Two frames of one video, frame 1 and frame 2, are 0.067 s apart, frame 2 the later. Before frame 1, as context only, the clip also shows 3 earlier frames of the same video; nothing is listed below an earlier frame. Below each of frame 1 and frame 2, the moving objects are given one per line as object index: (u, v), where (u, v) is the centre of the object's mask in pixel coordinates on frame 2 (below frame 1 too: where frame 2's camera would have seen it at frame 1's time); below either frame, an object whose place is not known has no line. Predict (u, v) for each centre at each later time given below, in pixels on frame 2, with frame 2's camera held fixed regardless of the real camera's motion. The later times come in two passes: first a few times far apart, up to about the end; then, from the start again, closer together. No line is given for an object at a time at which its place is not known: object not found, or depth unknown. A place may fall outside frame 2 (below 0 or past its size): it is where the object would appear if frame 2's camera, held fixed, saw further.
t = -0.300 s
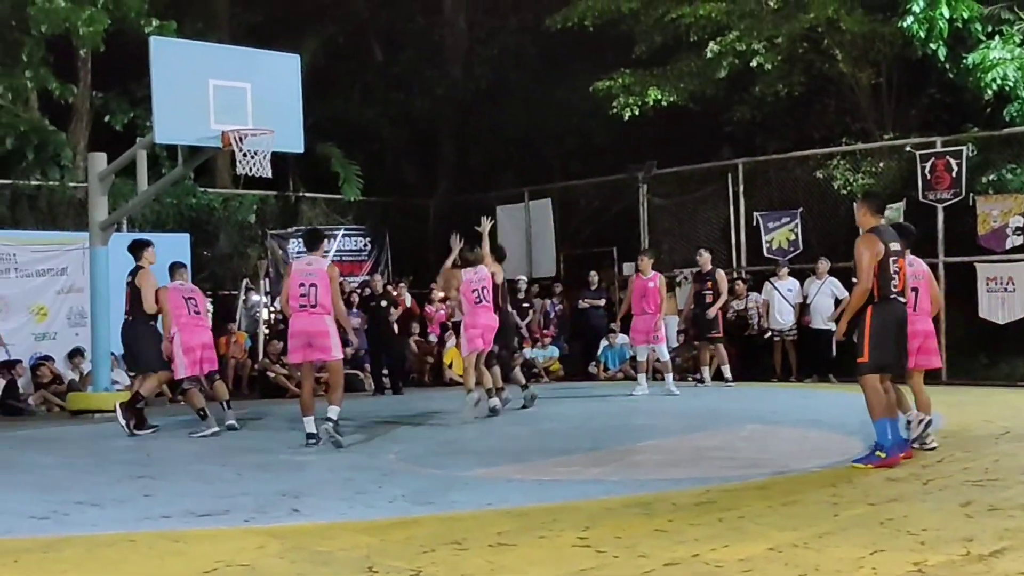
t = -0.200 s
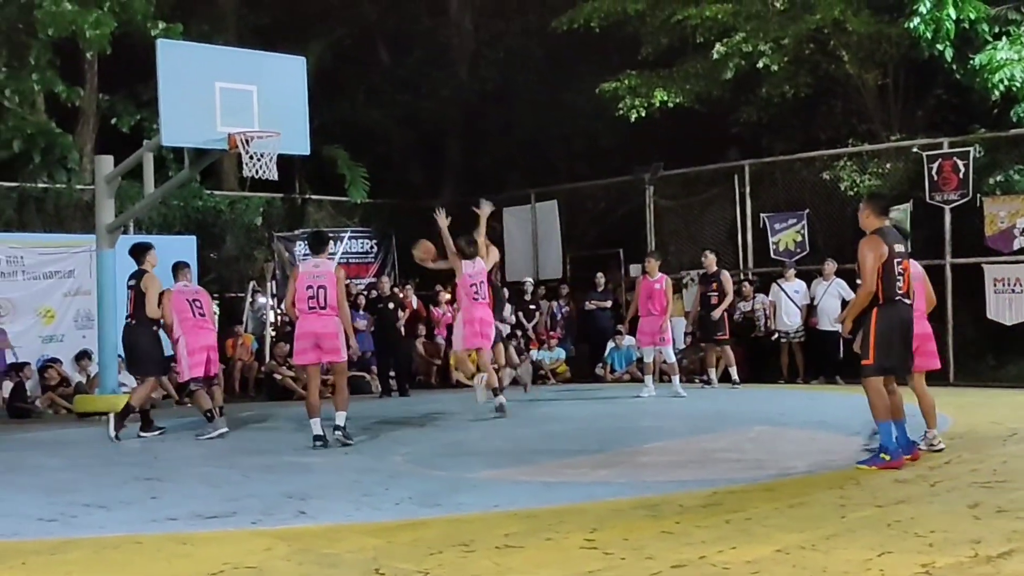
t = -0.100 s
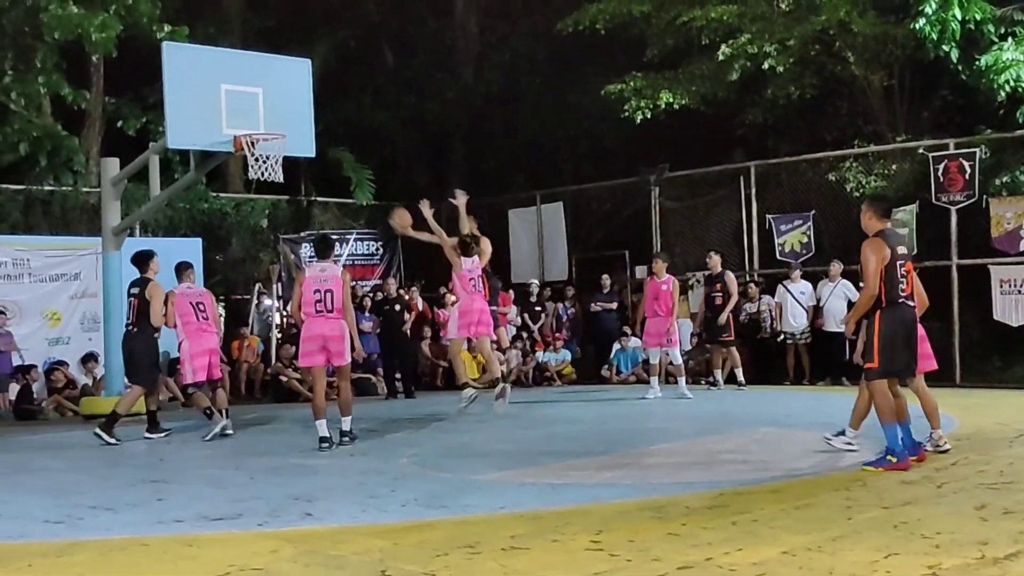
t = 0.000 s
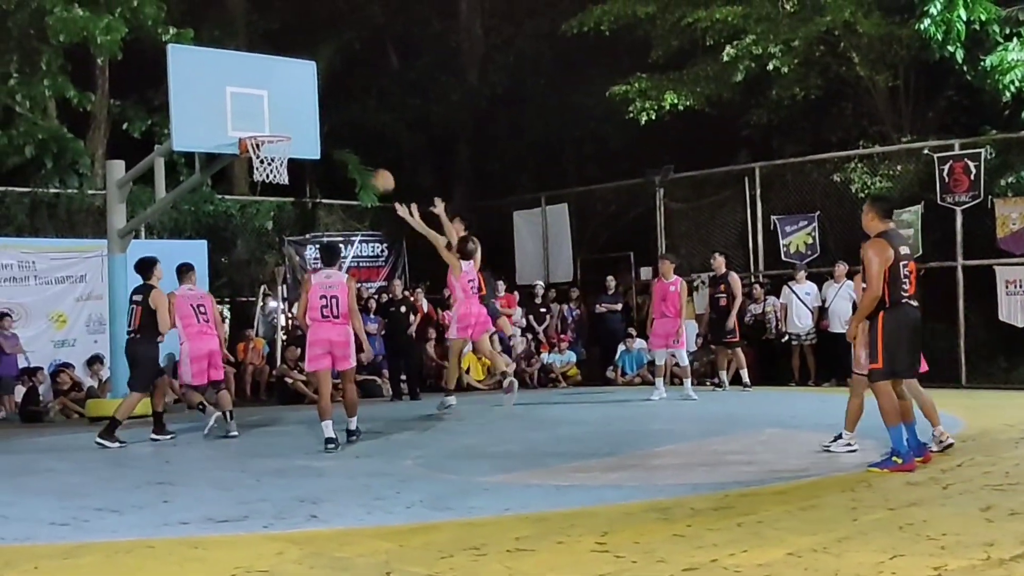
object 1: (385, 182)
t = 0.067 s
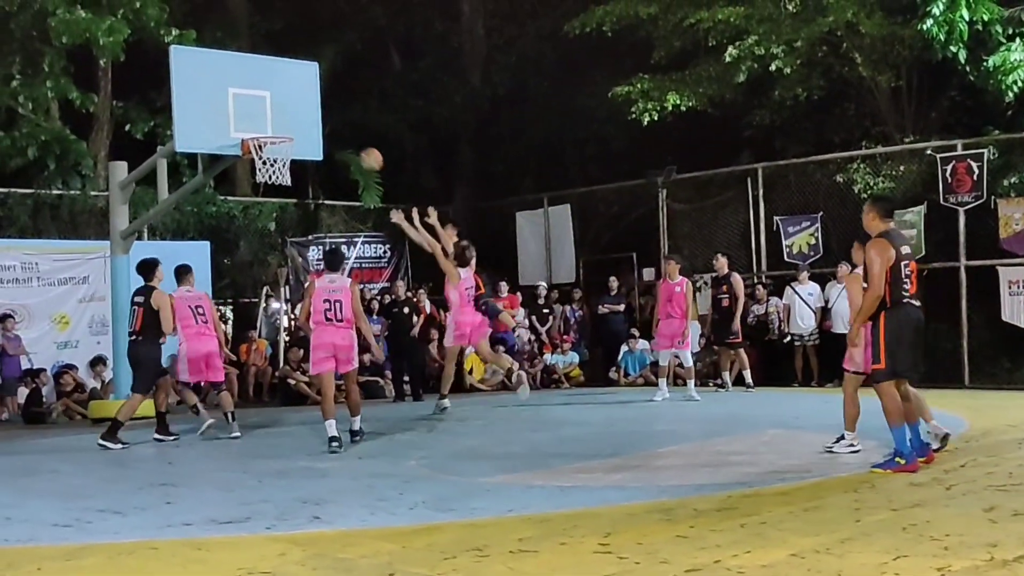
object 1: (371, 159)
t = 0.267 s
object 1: (329, 114)
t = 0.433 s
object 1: (293, 104)
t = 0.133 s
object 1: (356, 141)
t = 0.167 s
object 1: (349, 132)
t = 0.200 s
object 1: (342, 125)
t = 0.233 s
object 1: (335, 119)
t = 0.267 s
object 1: (329, 114)
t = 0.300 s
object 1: (322, 111)
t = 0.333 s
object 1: (315, 107)
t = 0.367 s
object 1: (307, 105)
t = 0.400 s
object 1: (300, 104)
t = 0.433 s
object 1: (293, 104)
